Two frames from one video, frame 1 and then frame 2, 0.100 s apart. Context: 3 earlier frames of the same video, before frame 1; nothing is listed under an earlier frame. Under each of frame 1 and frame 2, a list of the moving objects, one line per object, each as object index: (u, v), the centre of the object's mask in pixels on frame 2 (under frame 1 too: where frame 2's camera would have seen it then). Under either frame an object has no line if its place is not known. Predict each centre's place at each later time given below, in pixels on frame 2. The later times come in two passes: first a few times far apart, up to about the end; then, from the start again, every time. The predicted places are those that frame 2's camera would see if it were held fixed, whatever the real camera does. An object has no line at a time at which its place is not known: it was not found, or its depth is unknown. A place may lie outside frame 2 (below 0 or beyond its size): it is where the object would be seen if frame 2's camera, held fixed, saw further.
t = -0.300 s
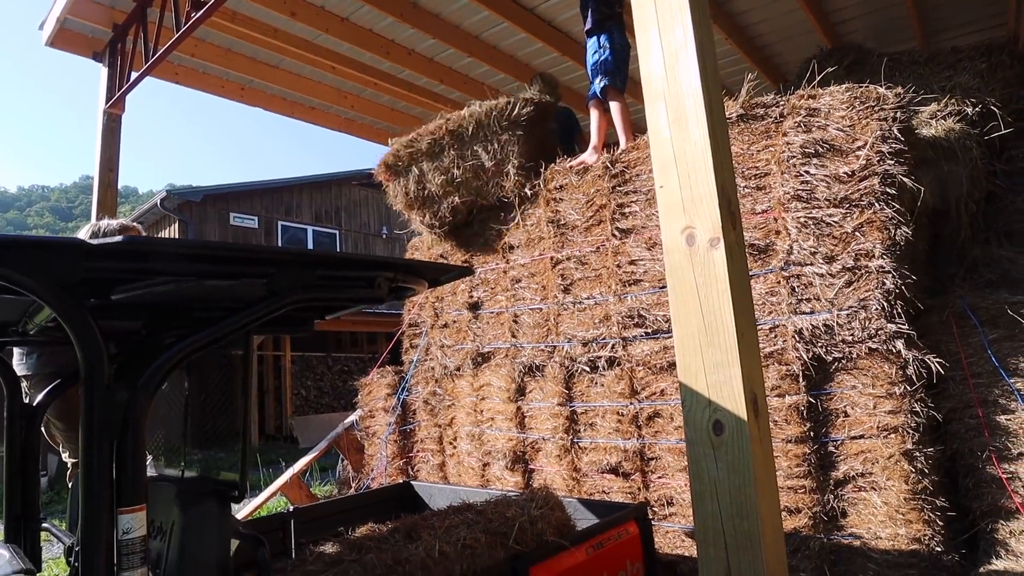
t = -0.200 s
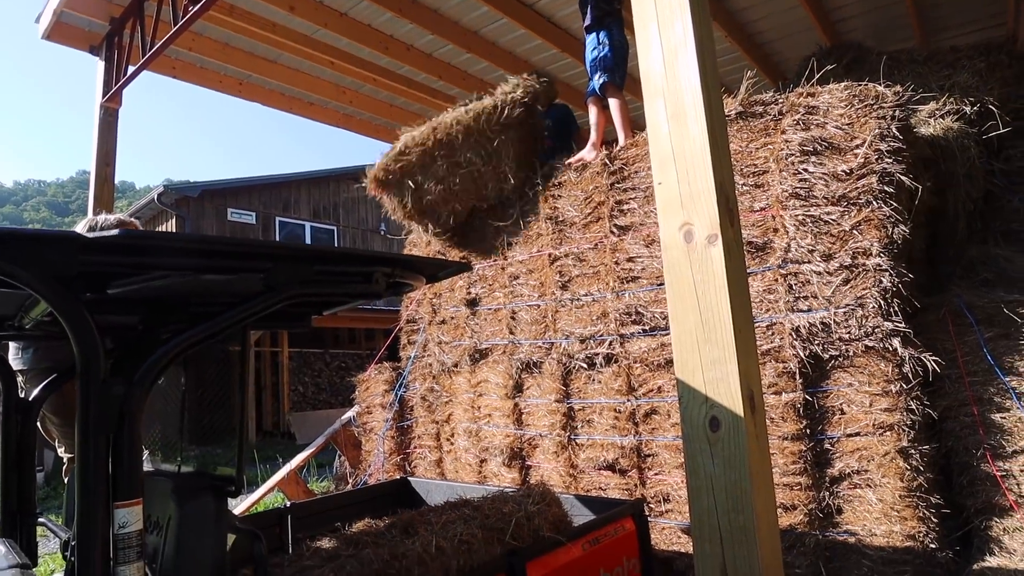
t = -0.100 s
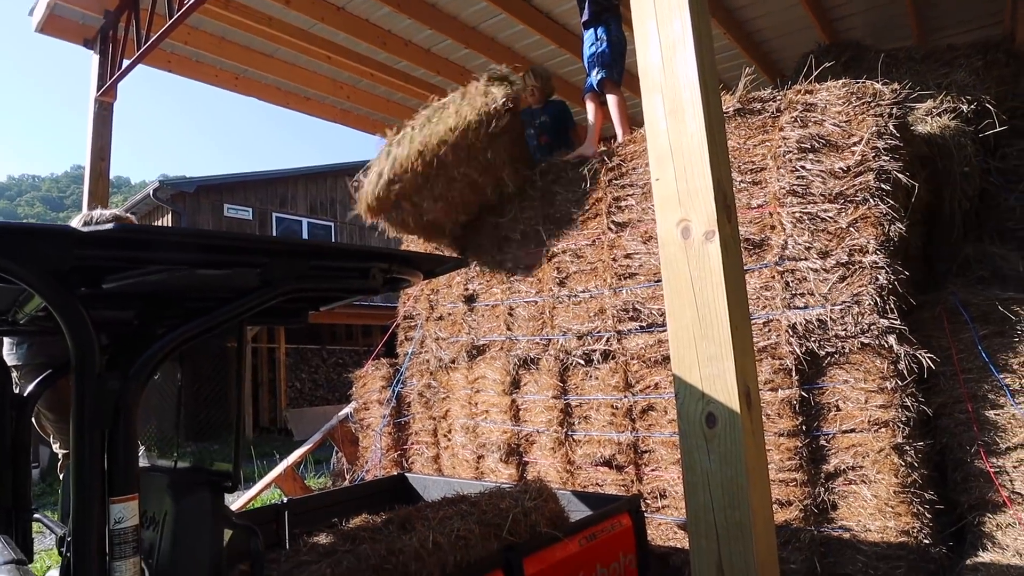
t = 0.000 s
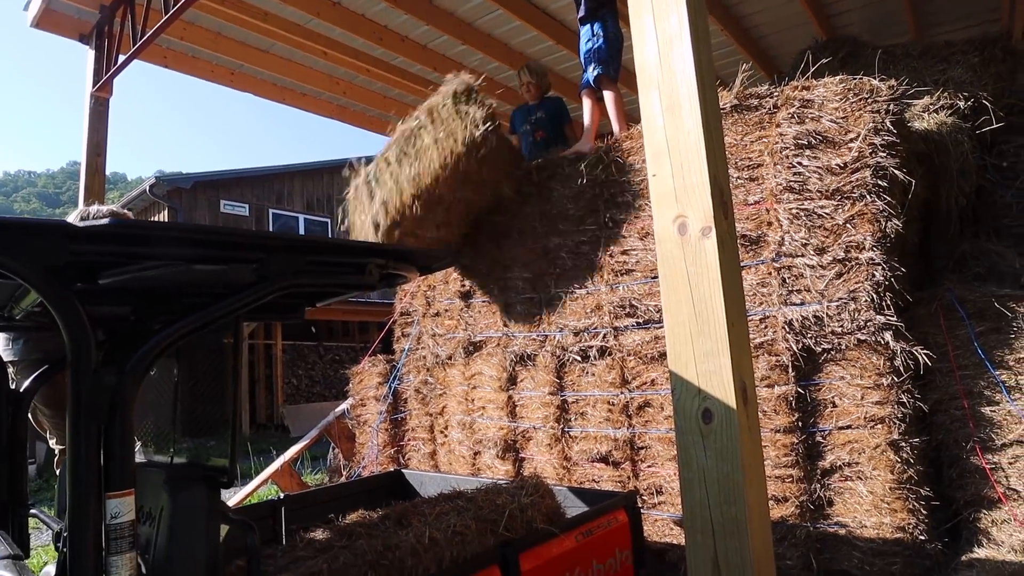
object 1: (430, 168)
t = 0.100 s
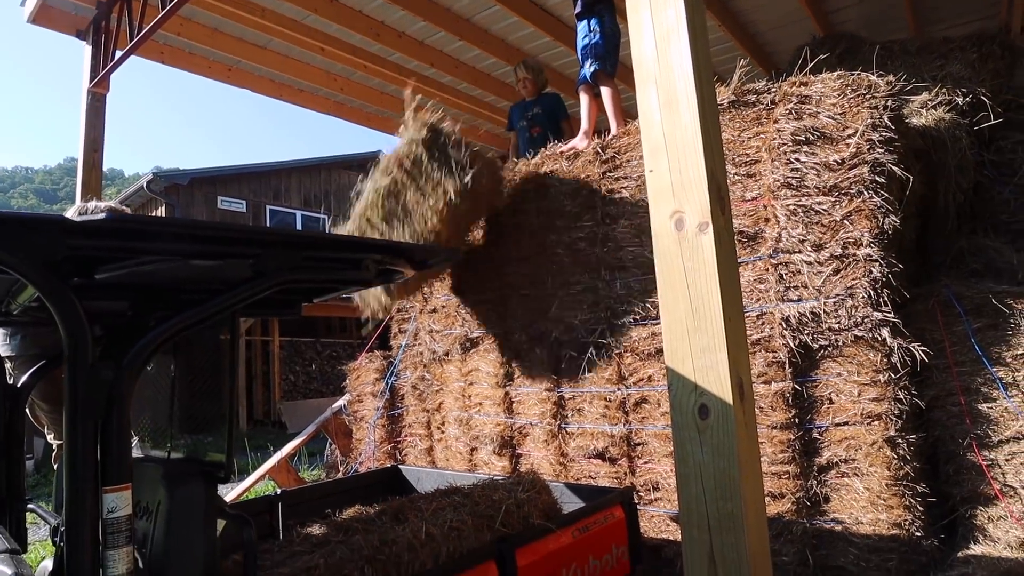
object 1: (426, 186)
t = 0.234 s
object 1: (394, 315)
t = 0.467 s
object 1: (349, 476)
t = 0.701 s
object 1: (317, 452)
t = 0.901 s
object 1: (294, 478)
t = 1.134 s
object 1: (296, 461)
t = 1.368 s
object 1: (299, 461)
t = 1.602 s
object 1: (298, 462)
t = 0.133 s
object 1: (415, 222)
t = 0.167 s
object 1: (407, 244)
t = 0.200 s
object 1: (399, 281)
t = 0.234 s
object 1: (394, 315)
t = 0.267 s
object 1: (391, 353)
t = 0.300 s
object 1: (388, 373)
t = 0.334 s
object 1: (383, 402)
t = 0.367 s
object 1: (377, 425)
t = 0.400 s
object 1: (361, 457)
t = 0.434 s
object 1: (351, 474)
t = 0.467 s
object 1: (349, 476)
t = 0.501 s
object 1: (351, 465)
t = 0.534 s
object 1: (349, 459)
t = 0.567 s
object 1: (336, 459)
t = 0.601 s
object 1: (332, 456)
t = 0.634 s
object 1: (326, 452)
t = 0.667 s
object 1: (322, 451)
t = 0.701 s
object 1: (317, 452)
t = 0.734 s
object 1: (322, 438)
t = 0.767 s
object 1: (317, 435)
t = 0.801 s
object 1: (312, 440)
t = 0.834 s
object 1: (306, 445)
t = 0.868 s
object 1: (296, 470)
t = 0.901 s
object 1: (294, 478)
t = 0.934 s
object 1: (294, 481)
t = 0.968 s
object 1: (298, 481)
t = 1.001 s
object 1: (293, 467)
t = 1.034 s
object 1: (291, 465)
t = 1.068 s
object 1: (294, 461)
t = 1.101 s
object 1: (294, 461)
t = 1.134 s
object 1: (296, 461)
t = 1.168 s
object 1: (295, 462)
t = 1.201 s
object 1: (296, 463)
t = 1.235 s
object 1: (297, 463)
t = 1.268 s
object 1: (298, 463)
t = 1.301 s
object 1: (300, 462)
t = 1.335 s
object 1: (299, 461)
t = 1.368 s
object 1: (299, 461)
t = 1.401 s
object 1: (299, 461)
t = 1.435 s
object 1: (299, 461)
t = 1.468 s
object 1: (299, 461)
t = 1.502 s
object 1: (299, 461)
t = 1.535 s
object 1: (298, 462)
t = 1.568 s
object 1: (300, 463)
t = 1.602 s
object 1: (298, 462)
